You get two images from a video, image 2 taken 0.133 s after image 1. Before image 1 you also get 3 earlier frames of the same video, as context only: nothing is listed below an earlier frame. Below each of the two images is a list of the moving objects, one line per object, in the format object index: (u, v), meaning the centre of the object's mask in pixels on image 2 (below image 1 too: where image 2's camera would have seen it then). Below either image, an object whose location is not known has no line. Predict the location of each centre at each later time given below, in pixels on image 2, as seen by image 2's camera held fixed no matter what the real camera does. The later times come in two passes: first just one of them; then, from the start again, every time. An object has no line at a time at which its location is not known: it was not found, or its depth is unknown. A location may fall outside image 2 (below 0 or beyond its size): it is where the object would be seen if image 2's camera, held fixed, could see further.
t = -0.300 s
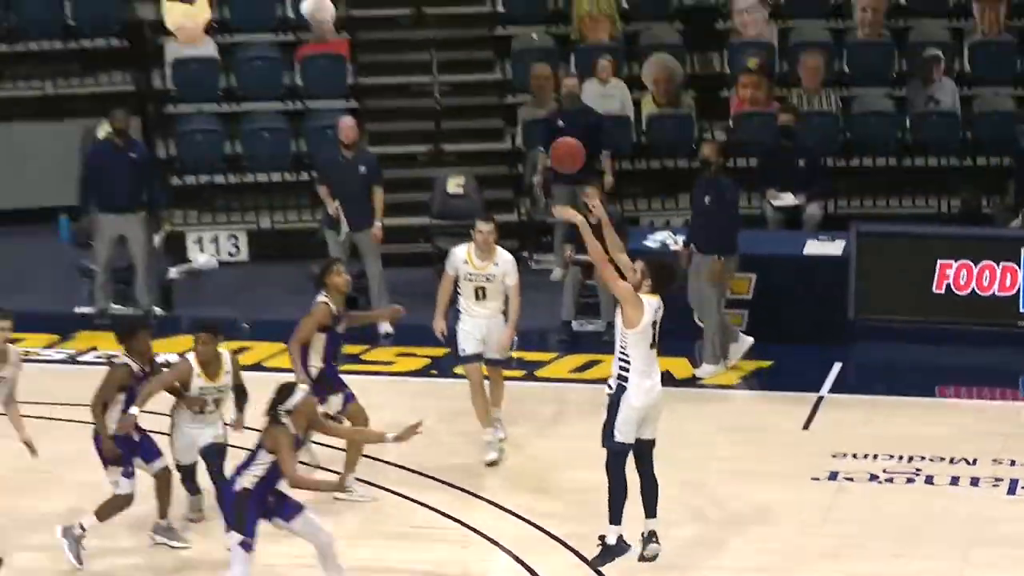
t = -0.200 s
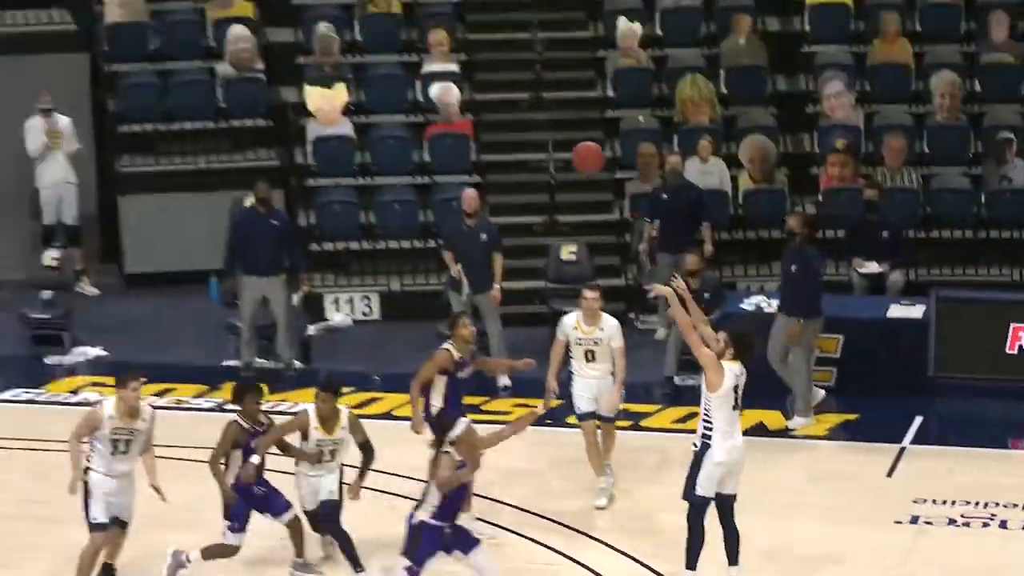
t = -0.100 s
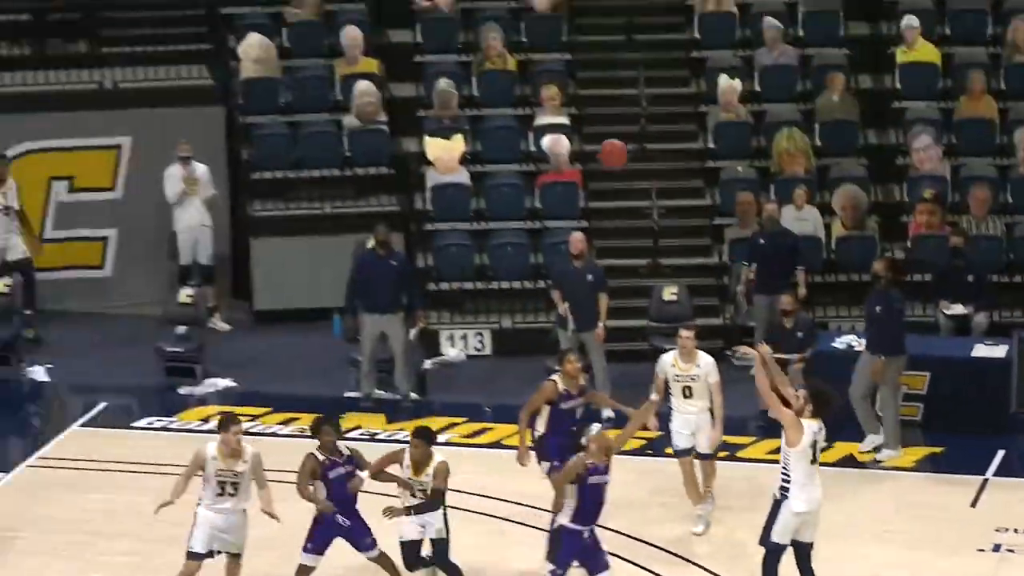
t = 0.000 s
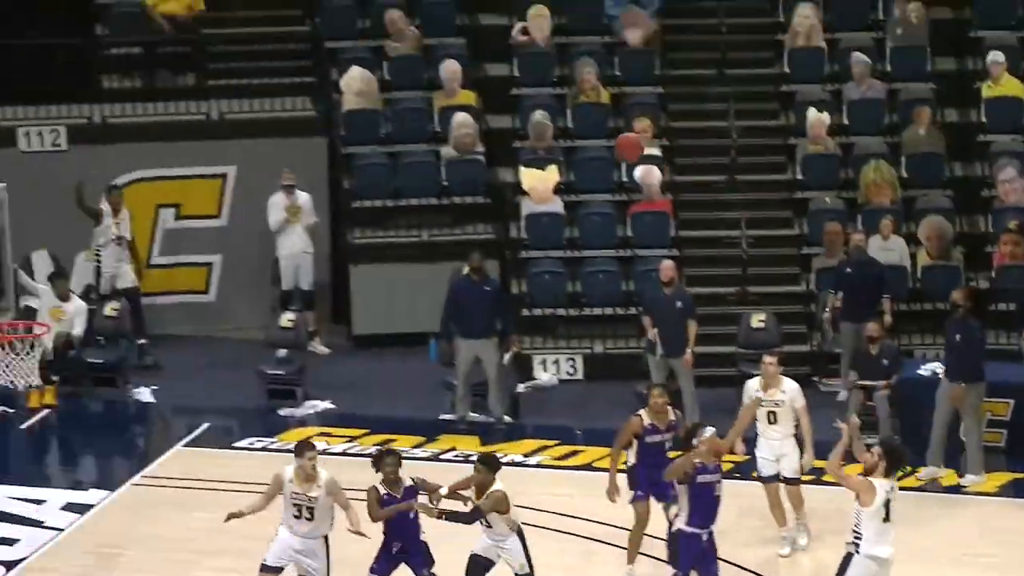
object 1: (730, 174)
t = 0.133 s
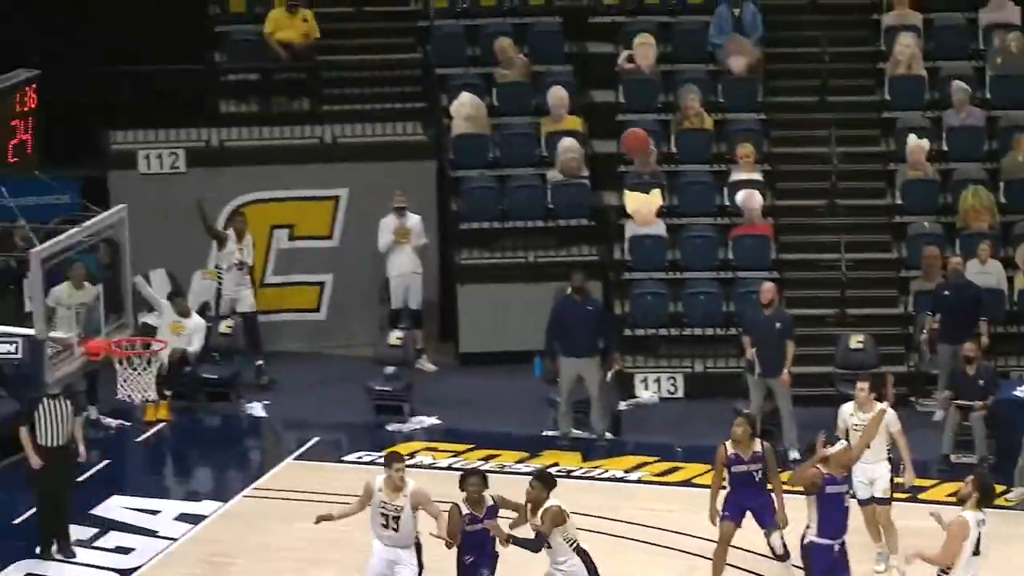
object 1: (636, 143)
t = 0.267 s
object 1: (541, 134)
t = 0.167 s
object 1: (612, 139)
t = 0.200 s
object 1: (588, 135)
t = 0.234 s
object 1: (563, 134)
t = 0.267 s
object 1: (541, 134)
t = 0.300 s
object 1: (518, 136)
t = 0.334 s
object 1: (494, 139)
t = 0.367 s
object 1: (471, 144)
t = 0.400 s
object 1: (447, 148)
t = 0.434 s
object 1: (424, 155)
